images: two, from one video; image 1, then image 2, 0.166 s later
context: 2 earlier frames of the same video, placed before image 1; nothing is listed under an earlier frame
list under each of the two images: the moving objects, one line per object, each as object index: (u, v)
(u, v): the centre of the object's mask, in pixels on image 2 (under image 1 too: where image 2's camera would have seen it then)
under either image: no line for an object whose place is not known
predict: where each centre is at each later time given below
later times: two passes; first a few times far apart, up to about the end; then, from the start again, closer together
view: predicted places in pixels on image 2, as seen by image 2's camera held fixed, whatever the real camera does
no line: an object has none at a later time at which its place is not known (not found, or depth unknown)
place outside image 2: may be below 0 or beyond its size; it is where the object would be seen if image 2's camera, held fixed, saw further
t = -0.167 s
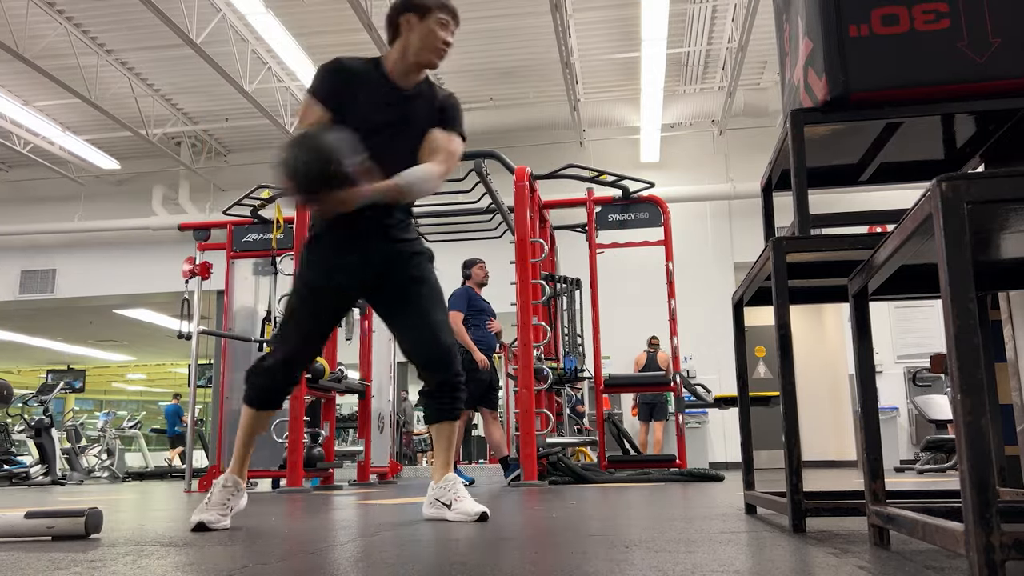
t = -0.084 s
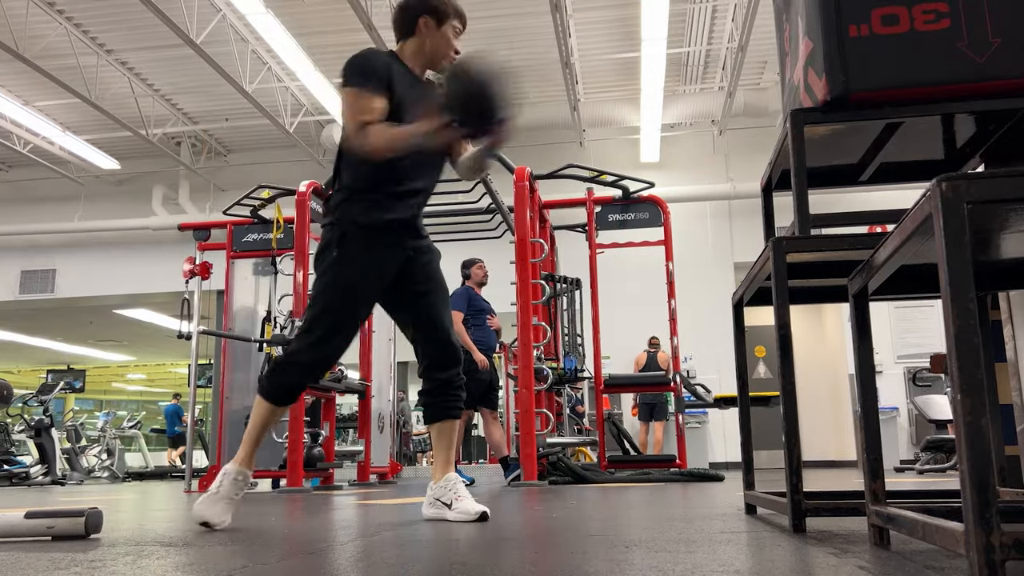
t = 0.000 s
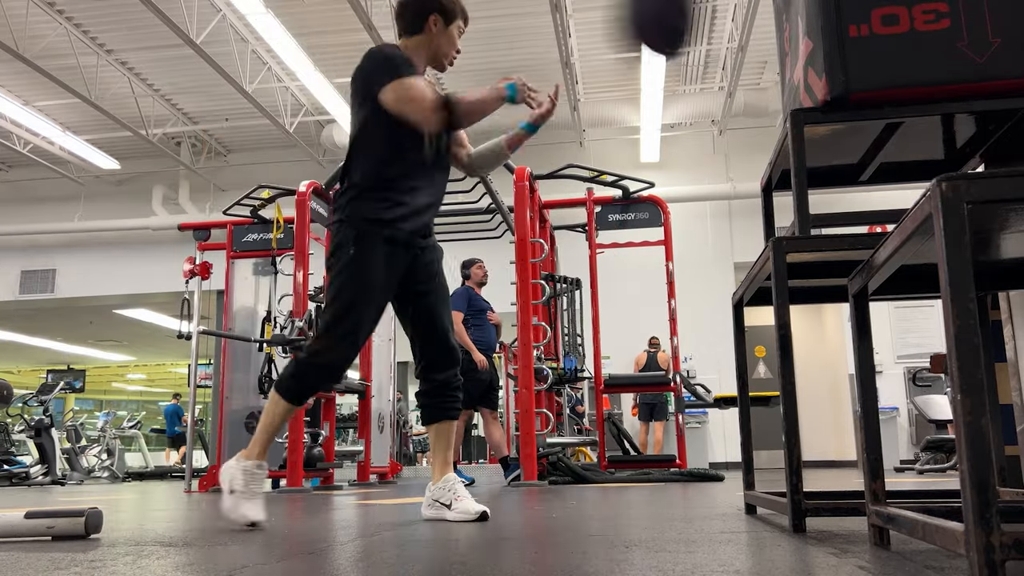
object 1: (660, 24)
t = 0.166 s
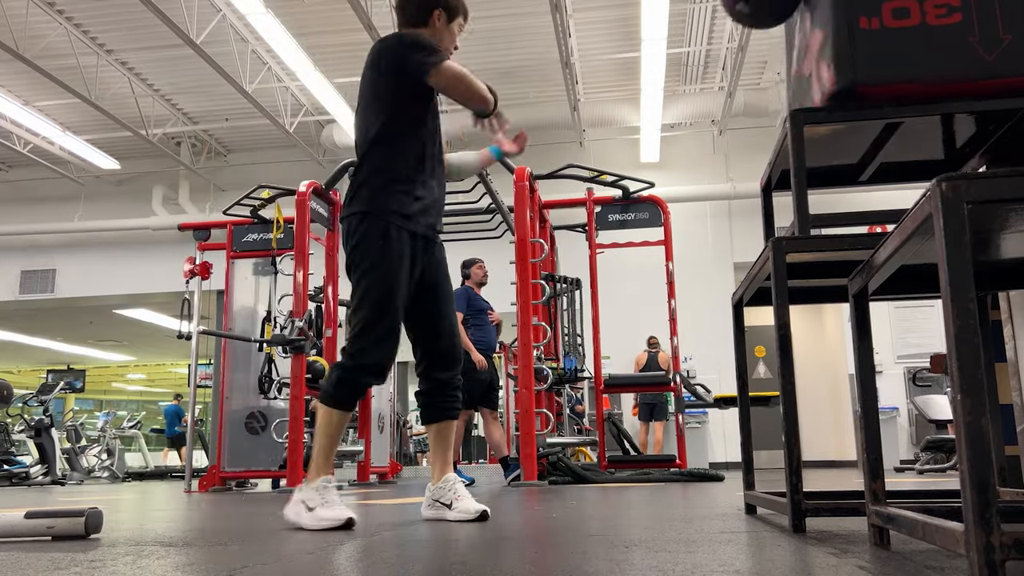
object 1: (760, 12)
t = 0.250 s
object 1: (744, 22)
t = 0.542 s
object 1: (706, 259)
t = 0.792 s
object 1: (660, 471)
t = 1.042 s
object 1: (648, 478)
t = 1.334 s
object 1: (654, 478)
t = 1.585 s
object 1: (653, 478)
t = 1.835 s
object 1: (653, 478)
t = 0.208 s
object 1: (752, 16)
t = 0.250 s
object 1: (744, 22)
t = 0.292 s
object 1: (738, 32)
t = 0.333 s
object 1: (731, 53)
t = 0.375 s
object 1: (726, 83)
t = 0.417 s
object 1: (720, 120)
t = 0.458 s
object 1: (715, 159)
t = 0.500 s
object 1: (710, 207)
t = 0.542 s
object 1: (706, 259)
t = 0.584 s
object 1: (693, 309)
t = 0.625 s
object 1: (680, 368)
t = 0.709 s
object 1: (664, 486)
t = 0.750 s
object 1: (663, 477)
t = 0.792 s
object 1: (660, 471)
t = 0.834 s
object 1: (657, 471)
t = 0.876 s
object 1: (654, 477)
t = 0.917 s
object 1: (651, 479)
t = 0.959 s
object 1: (650, 477)
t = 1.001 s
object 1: (649, 478)
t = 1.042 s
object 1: (648, 478)
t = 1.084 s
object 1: (648, 478)
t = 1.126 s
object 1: (649, 478)
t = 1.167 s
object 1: (650, 478)
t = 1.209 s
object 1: (651, 478)
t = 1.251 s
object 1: (652, 478)
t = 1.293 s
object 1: (653, 478)
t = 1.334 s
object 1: (654, 478)
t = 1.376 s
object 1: (654, 478)
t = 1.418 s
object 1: (654, 478)
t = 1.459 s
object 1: (654, 478)
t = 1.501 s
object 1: (654, 478)
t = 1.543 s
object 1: (653, 478)
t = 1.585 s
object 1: (653, 478)
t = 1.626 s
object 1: (653, 478)
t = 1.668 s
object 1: (653, 478)
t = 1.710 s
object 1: (653, 478)
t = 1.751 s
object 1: (653, 478)
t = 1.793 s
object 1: (653, 478)
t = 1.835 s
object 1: (653, 478)
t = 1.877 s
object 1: (653, 478)
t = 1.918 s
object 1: (653, 478)
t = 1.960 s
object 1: (653, 478)
